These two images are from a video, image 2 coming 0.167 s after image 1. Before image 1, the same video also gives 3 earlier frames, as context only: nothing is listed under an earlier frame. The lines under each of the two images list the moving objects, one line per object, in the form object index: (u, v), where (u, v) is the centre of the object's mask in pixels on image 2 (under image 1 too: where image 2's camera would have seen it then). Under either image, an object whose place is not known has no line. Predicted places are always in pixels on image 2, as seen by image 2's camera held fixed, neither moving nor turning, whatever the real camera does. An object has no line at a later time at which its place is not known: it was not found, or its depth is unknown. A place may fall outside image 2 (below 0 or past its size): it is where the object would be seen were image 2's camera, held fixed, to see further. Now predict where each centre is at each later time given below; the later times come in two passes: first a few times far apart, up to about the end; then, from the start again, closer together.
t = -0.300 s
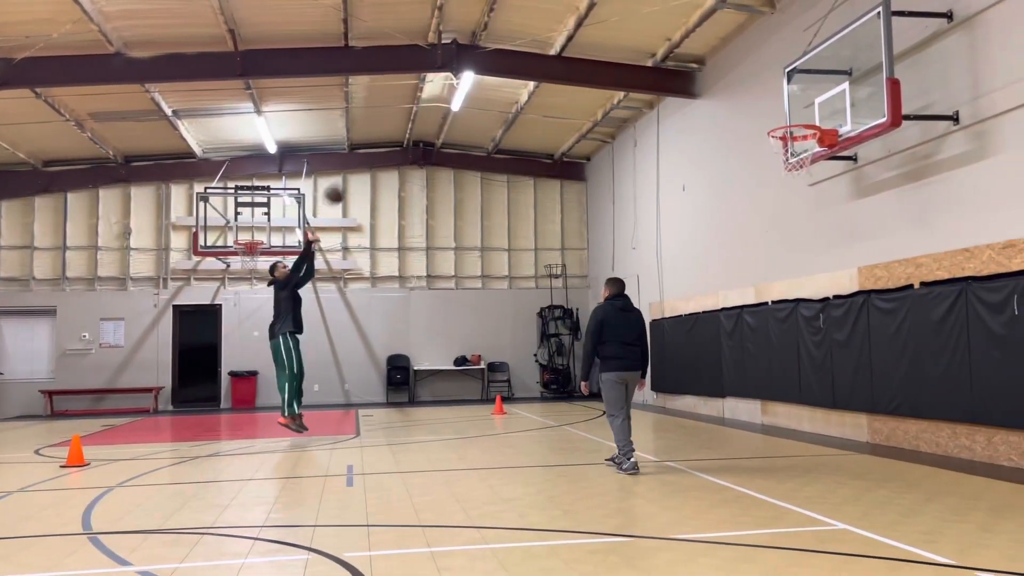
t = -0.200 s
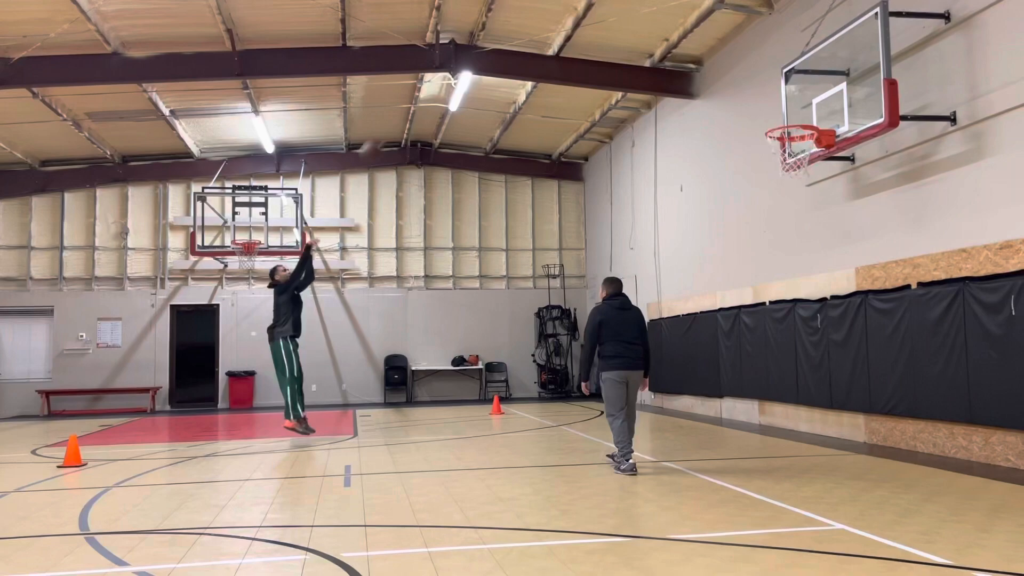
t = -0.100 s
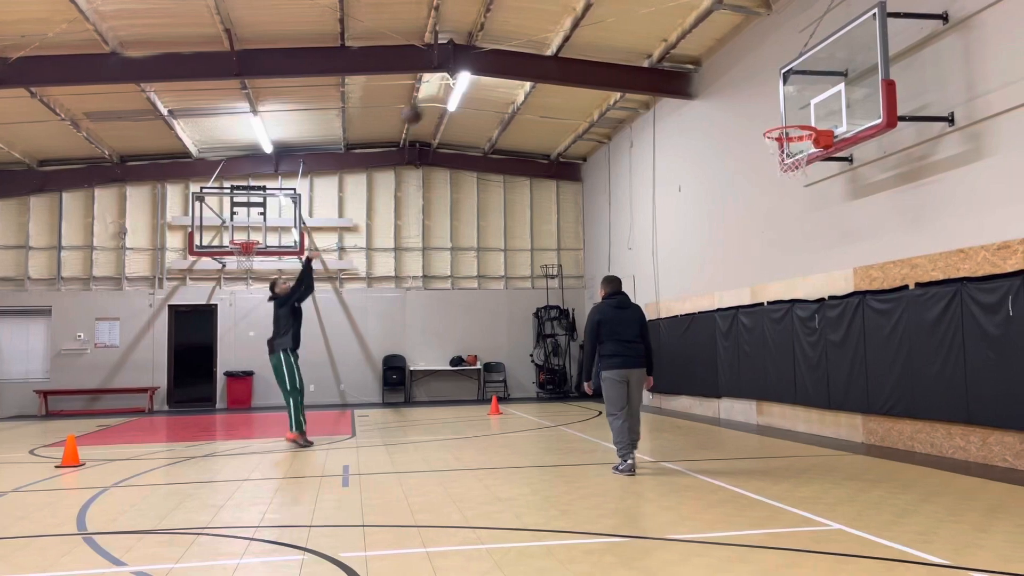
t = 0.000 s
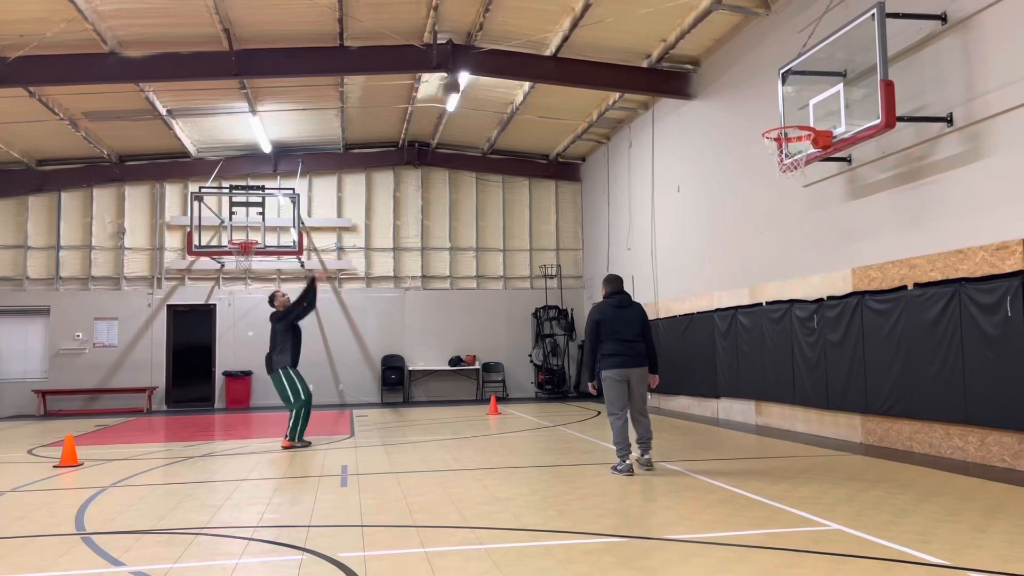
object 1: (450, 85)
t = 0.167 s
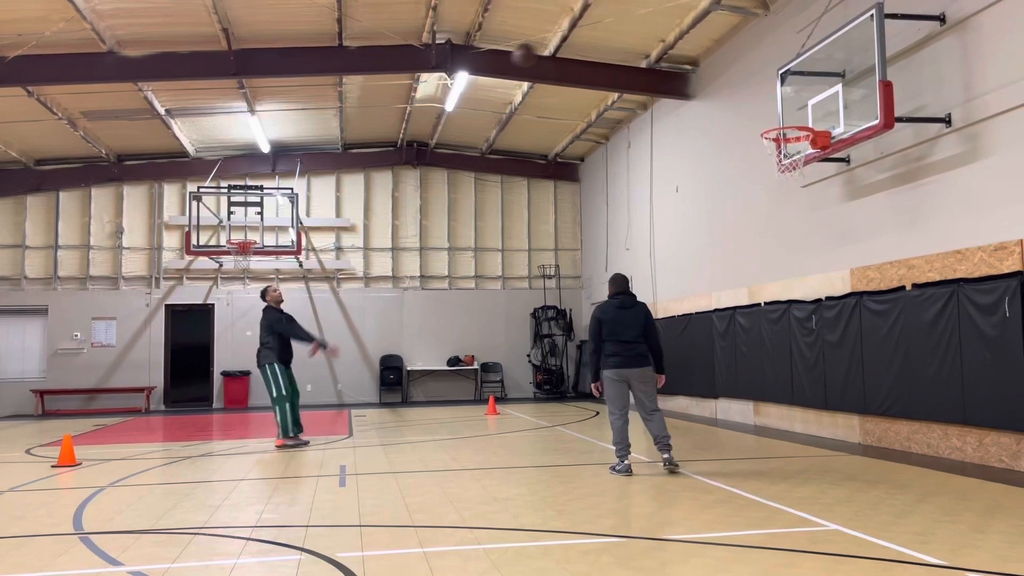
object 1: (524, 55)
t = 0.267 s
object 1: (569, 48)
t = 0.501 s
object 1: (685, 67)
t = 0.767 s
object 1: (796, 135)
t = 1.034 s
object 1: (791, 137)
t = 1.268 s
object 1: (787, 151)
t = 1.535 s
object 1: (823, 196)
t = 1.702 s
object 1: (847, 263)
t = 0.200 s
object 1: (539, 52)
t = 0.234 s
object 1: (555, 49)
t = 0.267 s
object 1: (569, 48)
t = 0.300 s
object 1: (586, 46)
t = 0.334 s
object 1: (601, 47)
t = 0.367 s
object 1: (617, 49)
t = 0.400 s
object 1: (633, 52)
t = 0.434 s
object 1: (649, 56)
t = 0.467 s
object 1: (667, 61)
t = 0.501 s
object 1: (685, 67)
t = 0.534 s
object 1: (702, 73)
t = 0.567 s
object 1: (718, 81)
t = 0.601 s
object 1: (736, 90)
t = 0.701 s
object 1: (789, 126)
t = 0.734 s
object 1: (797, 131)
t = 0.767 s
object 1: (796, 135)
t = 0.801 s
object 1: (784, 138)
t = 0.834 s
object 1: (776, 136)
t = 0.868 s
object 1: (776, 134)
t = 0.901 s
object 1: (782, 132)
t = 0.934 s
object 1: (792, 131)
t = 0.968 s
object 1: (797, 133)
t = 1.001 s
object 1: (797, 135)
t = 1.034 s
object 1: (791, 137)
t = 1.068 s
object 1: (781, 139)
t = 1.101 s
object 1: (776, 141)
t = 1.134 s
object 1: (774, 142)
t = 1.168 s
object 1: (776, 144)
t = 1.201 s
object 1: (780, 147)
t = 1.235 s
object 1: (783, 150)
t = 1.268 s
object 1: (787, 151)
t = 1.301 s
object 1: (791, 153)
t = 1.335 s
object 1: (796, 157)
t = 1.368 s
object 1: (800, 160)
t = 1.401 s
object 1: (805, 165)
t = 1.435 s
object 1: (810, 172)
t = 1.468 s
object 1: (814, 178)
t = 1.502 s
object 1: (818, 186)
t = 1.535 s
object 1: (823, 196)
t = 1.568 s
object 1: (827, 207)
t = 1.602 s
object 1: (832, 219)
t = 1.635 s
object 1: (837, 232)
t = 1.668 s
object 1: (842, 247)
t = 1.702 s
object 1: (847, 263)
